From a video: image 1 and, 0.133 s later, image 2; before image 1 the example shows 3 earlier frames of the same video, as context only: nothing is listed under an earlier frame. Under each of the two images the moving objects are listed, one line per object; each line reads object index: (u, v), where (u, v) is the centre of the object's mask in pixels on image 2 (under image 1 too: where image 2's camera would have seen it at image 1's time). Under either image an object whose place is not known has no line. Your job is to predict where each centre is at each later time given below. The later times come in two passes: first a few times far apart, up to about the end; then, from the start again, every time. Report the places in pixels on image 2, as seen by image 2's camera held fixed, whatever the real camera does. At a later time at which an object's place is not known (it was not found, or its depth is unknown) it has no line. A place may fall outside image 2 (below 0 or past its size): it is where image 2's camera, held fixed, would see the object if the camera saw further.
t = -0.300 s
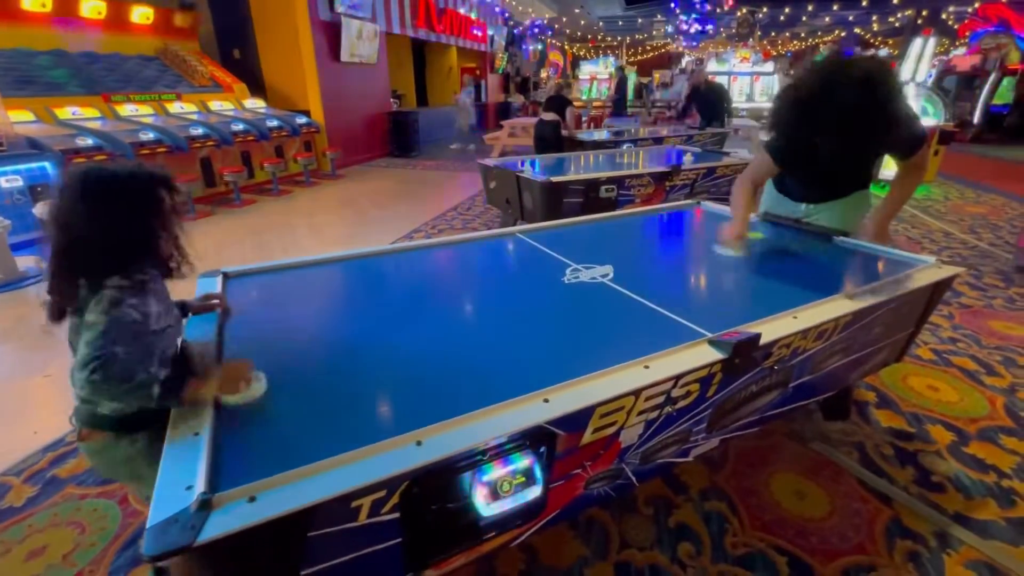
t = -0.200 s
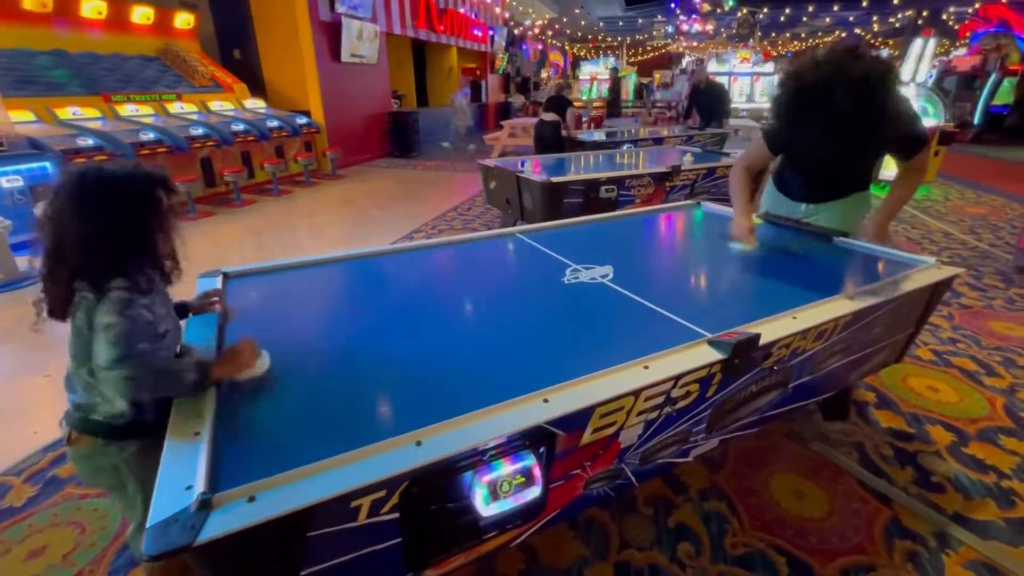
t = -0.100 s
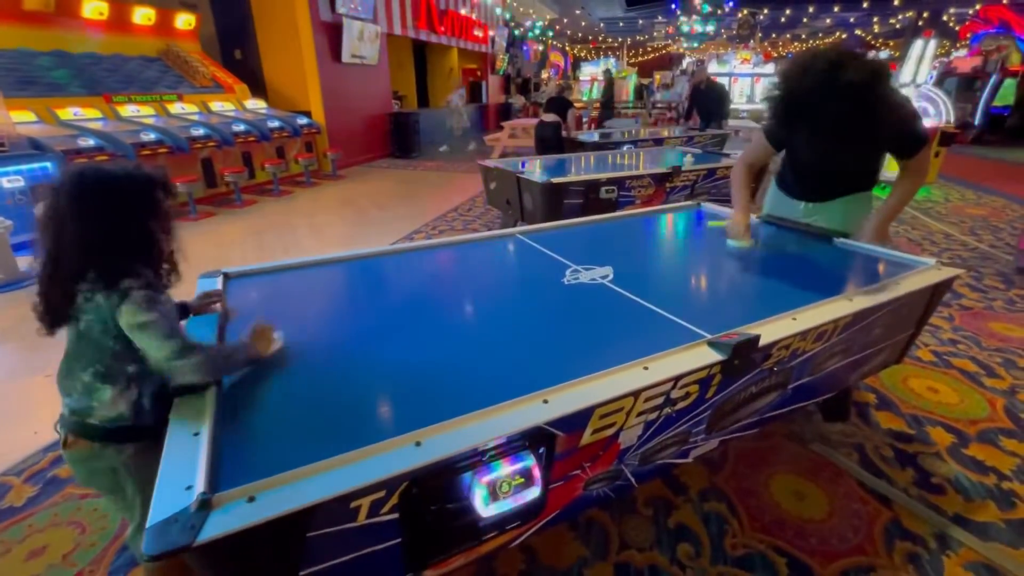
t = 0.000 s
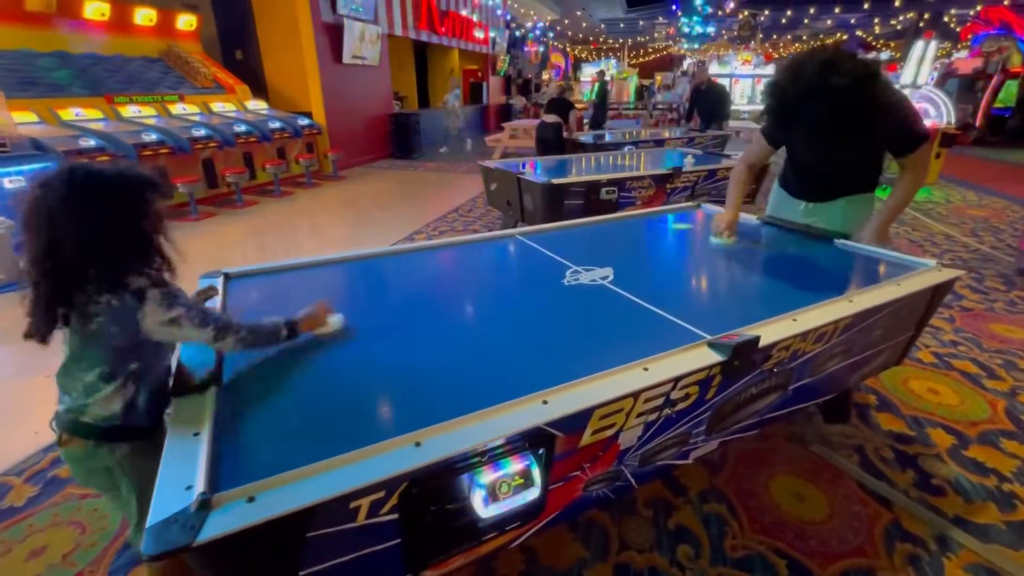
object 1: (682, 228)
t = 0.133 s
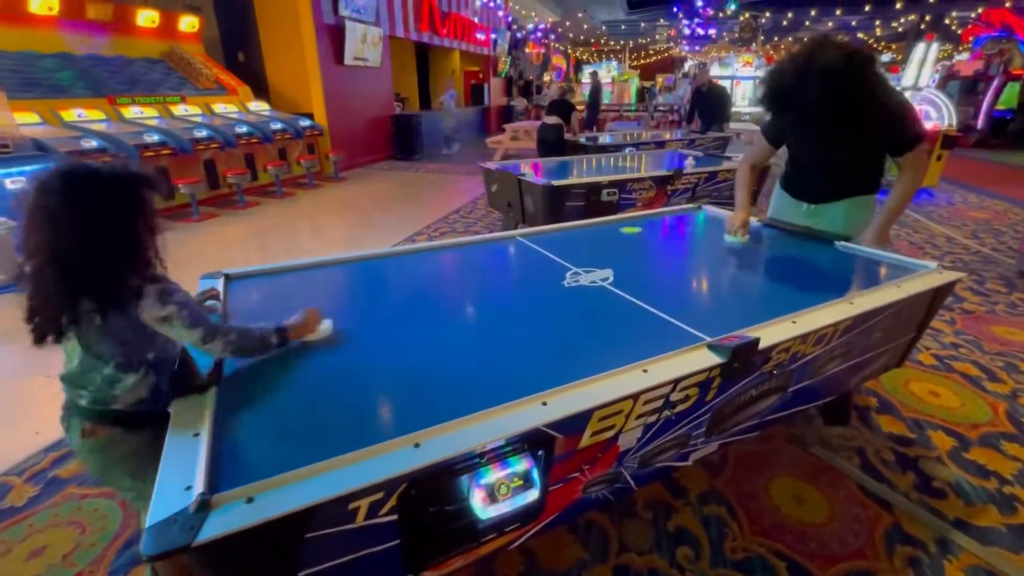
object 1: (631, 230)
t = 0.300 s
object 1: (566, 232)
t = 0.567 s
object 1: (494, 252)
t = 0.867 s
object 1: (392, 284)
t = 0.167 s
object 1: (618, 231)
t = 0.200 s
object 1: (605, 231)
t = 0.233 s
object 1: (592, 232)
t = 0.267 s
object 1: (579, 232)
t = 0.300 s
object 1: (566, 232)
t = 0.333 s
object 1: (555, 233)
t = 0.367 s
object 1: (546, 236)
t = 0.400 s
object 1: (537, 238)
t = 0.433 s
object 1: (529, 241)
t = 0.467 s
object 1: (520, 244)
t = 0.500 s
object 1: (512, 246)
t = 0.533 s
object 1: (504, 249)
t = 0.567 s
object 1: (494, 252)
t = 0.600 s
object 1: (484, 255)
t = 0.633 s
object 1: (474, 259)
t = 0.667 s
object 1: (463, 262)
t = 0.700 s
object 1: (453, 265)
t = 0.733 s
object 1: (442, 268)
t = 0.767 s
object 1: (429, 272)
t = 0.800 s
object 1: (417, 276)
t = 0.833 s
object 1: (405, 280)
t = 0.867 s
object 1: (392, 284)
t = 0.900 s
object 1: (378, 288)
